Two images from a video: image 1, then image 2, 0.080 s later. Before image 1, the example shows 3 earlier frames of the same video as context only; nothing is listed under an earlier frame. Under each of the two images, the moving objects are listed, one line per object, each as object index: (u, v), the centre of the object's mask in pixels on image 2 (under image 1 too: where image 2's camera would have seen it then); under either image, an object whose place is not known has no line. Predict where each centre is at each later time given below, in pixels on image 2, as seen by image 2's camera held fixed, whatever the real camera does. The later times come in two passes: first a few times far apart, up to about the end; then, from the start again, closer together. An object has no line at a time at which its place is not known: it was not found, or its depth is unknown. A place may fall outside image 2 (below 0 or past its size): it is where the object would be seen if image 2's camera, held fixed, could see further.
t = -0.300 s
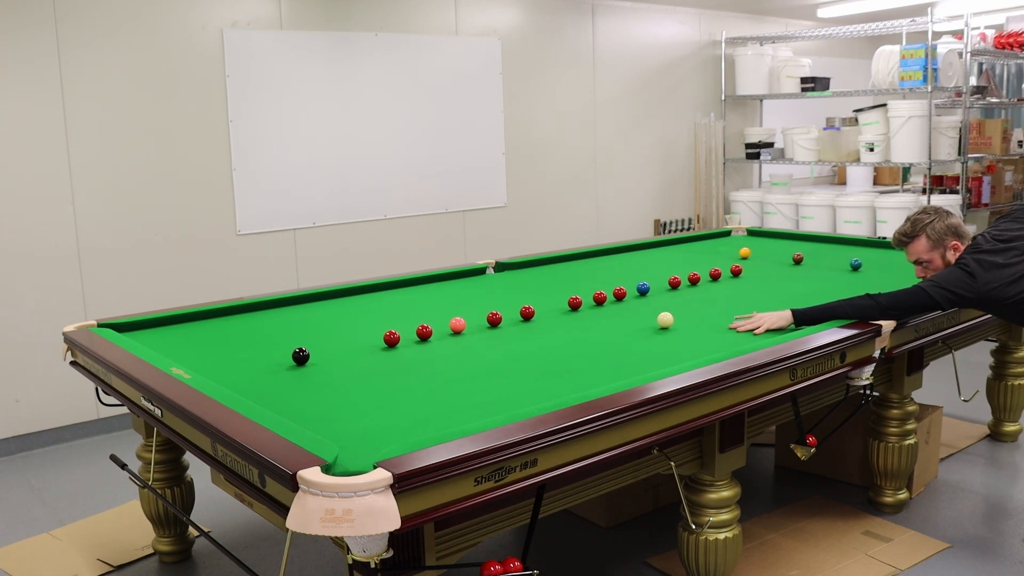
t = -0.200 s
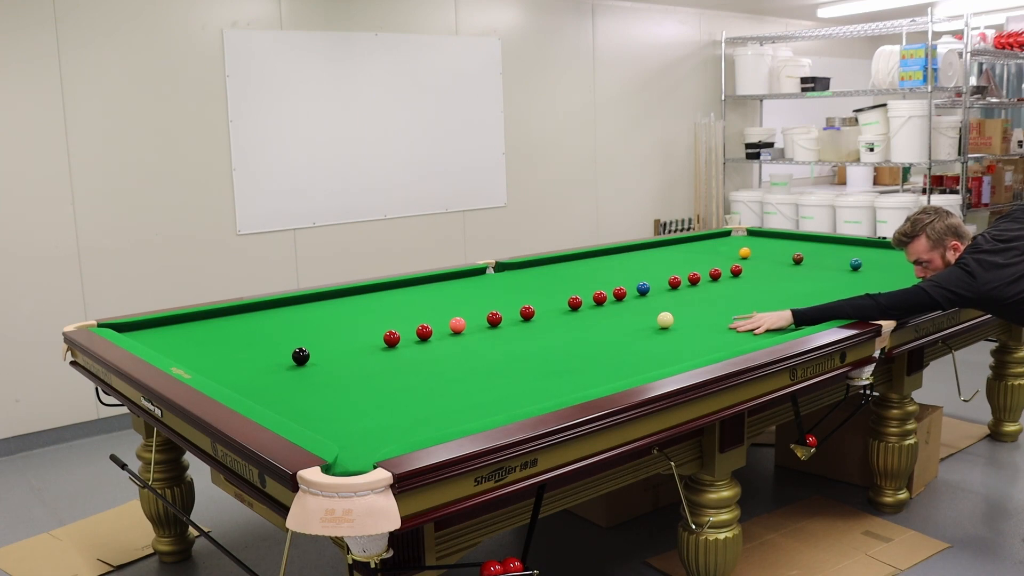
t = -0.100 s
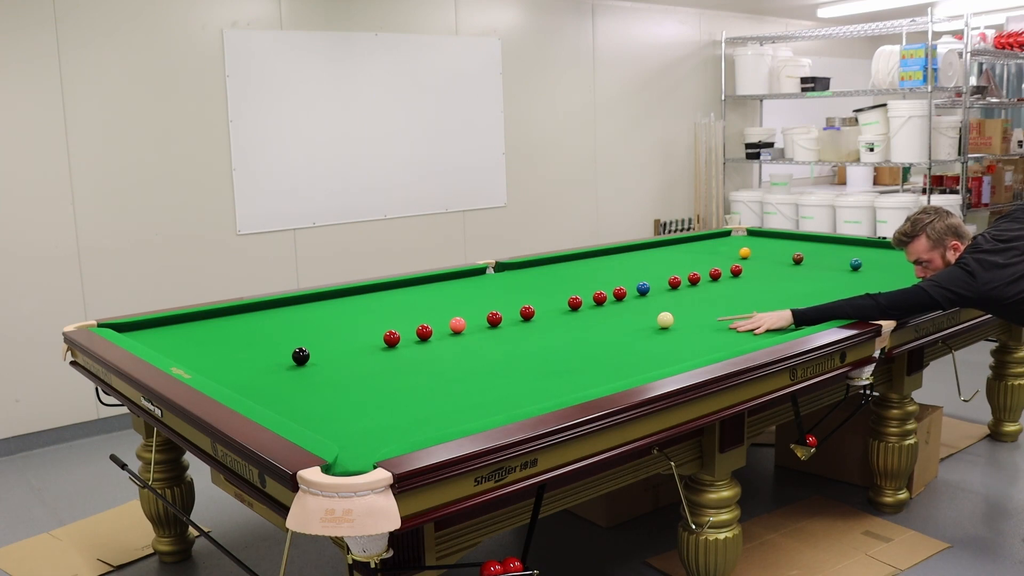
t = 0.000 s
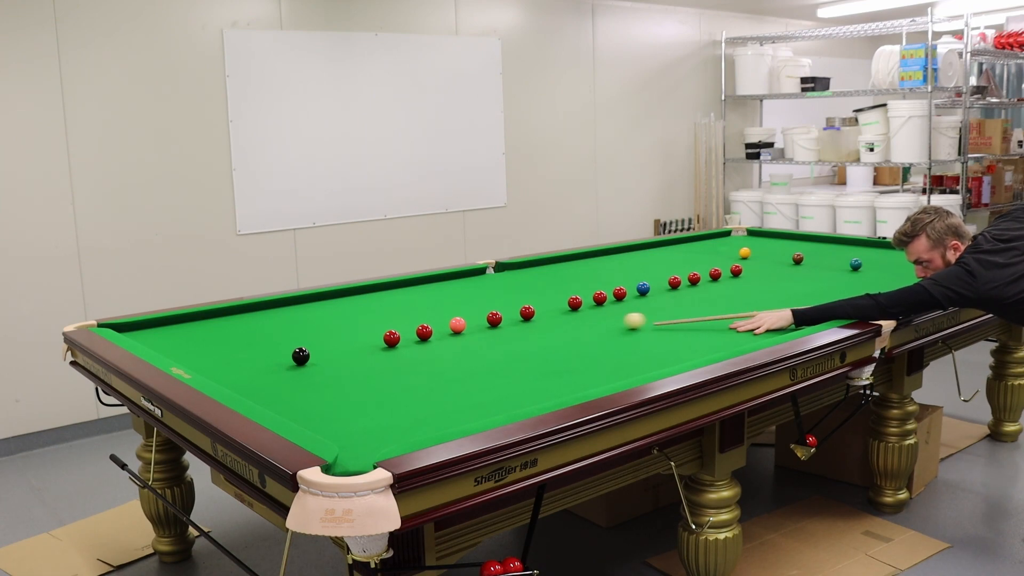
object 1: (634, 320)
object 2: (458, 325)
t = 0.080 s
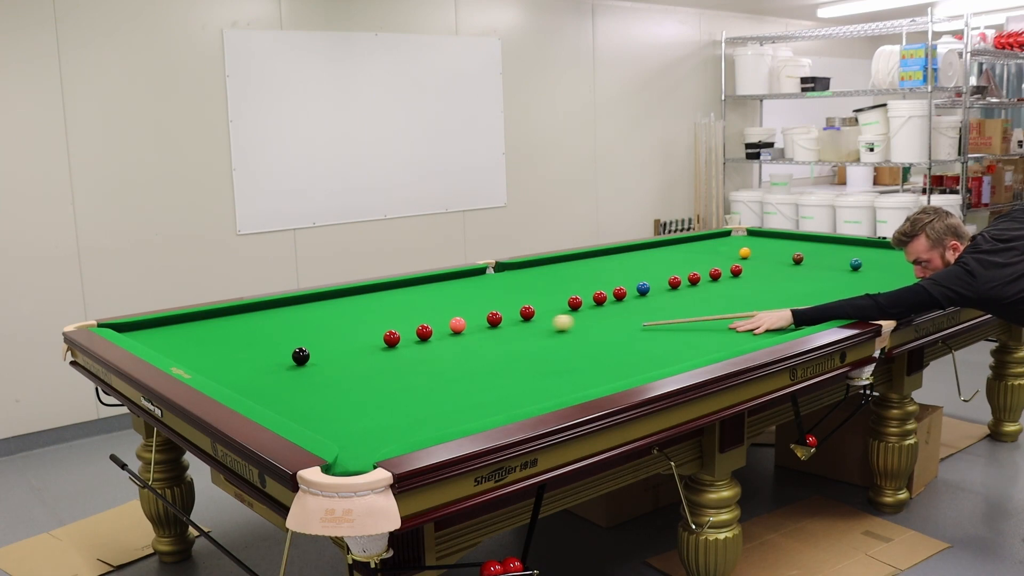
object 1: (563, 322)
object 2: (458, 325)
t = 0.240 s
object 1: (472, 326)
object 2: (417, 323)
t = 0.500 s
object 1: (486, 327)
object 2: (258, 326)
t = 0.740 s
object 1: (501, 329)
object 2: (142, 327)
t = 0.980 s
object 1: (515, 330)
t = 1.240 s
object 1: (528, 331)
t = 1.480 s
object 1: (539, 332)
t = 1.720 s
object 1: (548, 333)
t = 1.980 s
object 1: (557, 334)
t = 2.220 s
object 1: (562, 334)
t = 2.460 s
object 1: (567, 335)
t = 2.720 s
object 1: (571, 335)
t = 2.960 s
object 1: (573, 336)
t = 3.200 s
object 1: (573, 336)
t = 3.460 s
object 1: (573, 336)
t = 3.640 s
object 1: (572, 336)
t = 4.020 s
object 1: (575, 335)
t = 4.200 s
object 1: (573, 336)
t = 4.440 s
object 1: (573, 336)
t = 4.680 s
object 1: (573, 336)
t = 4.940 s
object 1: (573, 336)
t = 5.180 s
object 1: (573, 336)
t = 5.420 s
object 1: (573, 336)
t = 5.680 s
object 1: (573, 336)
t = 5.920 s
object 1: (573, 336)
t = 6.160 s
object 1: (573, 336)
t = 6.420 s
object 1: (573, 336)
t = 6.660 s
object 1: (573, 336)
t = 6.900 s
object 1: (573, 336)
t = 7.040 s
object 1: (573, 336)
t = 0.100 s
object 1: (546, 323)
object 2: (458, 325)
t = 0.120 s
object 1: (529, 323)
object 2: (458, 325)
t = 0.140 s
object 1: (512, 324)
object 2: (458, 325)
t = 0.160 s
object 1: (496, 324)
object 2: (458, 325)
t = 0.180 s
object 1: (479, 325)
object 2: (457, 325)
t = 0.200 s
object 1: (473, 325)
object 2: (449, 324)
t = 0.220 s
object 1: (472, 325)
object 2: (435, 324)
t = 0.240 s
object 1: (472, 326)
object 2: (417, 323)
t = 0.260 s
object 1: (472, 326)
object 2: (405, 325)
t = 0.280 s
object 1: (473, 326)
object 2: (391, 324)
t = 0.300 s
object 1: (473, 326)
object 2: (377, 325)
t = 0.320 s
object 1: (474, 326)
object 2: (364, 325)
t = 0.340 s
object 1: (475, 326)
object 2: (351, 325)
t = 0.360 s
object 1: (476, 327)
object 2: (339, 326)
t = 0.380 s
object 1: (478, 327)
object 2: (326, 326)
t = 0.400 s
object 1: (479, 327)
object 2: (314, 326)
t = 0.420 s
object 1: (480, 327)
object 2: (302, 326)
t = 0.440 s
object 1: (482, 327)
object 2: (291, 326)
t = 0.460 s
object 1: (483, 327)
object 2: (280, 326)
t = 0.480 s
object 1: (484, 327)
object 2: (269, 326)
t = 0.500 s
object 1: (486, 327)
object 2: (258, 326)
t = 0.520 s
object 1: (487, 327)
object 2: (248, 326)
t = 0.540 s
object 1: (488, 327)
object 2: (238, 326)
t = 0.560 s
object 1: (489, 328)
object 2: (228, 326)
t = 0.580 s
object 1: (491, 328)
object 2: (218, 326)
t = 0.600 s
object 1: (492, 328)
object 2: (208, 327)
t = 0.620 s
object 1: (493, 328)
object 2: (199, 327)
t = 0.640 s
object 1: (495, 328)
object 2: (189, 327)
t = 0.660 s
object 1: (496, 328)
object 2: (179, 327)
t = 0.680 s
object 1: (497, 328)
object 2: (170, 327)
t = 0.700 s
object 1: (498, 328)
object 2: (161, 327)
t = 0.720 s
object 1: (500, 329)
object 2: (151, 327)
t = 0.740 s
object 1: (501, 329)
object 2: (142, 327)
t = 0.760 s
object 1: (502, 329)
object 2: (133, 327)
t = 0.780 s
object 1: (503, 329)
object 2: (124, 327)
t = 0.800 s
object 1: (504, 329)
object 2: (115, 326)
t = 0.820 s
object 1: (506, 329)
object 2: (106, 325)
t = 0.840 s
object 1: (507, 329)
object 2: (96, 325)
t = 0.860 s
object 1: (508, 329)
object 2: (86, 326)
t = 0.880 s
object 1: (509, 329)
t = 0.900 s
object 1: (510, 329)
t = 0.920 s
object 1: (511, 329)
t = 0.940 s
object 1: (512, 330)
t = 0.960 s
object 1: (514, 330)
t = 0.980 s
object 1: (515, 330)
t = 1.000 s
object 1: (516, 330)
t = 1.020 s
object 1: (517, 330)
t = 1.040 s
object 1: (518, 330)
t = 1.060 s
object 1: (519, 330)
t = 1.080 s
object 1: (520, 330)
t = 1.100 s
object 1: (521, 330)
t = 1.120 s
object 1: (522, 330)
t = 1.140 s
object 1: (523, 330)
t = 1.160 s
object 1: (524, 330)
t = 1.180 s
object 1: (525, 330)
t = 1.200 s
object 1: (526, 330)
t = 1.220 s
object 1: (527, 331)
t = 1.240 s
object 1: (528, 331)
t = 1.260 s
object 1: (529, 331)
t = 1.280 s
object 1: (530, 331)
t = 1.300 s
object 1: (531, 331)
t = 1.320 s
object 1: (532, 331)
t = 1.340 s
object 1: (533, 331)
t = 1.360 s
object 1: (534, 331)
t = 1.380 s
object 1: (534, 331)
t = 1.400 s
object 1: (535, 331)
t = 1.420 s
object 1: (536, 332)
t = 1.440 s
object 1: (537, 332)
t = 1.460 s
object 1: (538, 332)
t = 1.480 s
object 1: (539, 332)
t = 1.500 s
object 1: (540, 332)
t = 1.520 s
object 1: (541, 332)
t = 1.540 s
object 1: (541, 332)
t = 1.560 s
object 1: (542, 332)
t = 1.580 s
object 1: (543, 332)
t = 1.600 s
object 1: (544, 332)
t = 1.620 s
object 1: (545, 332)
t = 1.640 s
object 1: (545, 332)
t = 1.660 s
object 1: (546, 332)
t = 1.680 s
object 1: (547, 333)
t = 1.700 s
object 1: (548, 333)
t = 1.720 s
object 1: (548, 333)
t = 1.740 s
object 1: (549, 333)
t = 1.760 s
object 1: (550, 333)
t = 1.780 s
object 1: (550, 333)
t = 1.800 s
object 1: (551, 333)
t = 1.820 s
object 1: (552, 333)
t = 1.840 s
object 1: (552, 333)
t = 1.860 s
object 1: (553, 333)
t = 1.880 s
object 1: (554, 333)
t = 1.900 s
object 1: (554, 333)
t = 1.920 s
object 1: (555, 333)
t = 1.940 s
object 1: (555, 333)
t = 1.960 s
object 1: (556, 333)
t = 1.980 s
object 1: (557, 334)
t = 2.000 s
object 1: (557, 334)
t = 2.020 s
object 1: (558, 334)
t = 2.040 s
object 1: (558, 334)
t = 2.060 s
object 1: (559, 334)
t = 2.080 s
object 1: (559, 334)
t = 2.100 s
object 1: (560, 334)
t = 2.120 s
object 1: (560, 334)
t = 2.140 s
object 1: (561, 334)
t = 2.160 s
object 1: (561, 334)
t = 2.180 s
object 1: (562, 334)
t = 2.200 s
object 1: (562, 334)
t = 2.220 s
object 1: (562, 334)
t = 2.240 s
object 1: (563, 334)
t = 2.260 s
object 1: (563, 334)
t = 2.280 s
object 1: (564, 335)
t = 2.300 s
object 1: (564, 335)
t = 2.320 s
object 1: (565, 335)
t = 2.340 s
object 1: (565, 335)
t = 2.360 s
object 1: (565, 335)
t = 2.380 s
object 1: (566, 335)
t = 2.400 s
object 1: (566, 335)
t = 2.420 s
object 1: (567, 335)
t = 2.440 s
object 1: (567, 335)
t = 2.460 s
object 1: (567, 335)
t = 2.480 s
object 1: (568, 335)
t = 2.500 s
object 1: (568, 335)
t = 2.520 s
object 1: (568, 335)
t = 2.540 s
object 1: (569, 335)
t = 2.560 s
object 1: (569, 335)
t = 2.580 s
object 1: (569, 335)
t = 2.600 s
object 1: (570, 335)
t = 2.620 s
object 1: (570, 335)
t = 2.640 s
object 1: (570, 335)
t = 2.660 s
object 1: (570, 335)
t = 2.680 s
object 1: (570, 335)
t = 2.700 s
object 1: (571, 336)
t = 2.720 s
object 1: (571, 335)
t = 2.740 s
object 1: (571, 336)
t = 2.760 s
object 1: (571, 336)
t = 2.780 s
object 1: (571, 336)
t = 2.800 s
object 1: (572, 336)
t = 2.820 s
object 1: (572, 336)
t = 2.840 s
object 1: (572, 336)
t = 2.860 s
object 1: (572, 336)
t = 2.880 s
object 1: (572, 336)
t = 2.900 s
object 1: (572, 336)
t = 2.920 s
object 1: (573, 336)
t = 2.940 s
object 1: (573, 336)
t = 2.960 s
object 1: (573, 336)
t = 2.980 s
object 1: (573, 336)
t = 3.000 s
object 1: (573, 336)
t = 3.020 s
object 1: (573, 336)
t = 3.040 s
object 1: (573, 336)
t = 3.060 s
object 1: (573, 336)
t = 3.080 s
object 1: (573, 336)
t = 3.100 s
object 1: (573, 336)
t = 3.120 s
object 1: (573, 336)
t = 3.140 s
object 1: (573, 336)
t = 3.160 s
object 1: (573, 336)
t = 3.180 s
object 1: (573, 336)
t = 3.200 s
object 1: (573, 336)
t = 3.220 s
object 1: (573, 336)
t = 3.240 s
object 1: (573, 336)
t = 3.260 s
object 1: (573, 336)
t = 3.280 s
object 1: (573, 336)
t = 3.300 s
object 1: (573, 336)
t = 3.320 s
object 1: (573, 336)
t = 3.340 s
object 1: (573, 336)
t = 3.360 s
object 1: (573, 336)
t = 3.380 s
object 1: (573, 336)
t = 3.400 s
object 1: (573, 336)
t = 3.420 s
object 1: (573, 336)
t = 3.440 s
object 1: (573, 336)
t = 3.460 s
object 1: (573, 336)
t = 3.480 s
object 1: (573, 336)
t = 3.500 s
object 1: (573, 336)
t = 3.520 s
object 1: (573, 336)
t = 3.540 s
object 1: (573, 336)
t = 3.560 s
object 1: (573, 336)
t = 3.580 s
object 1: (573, 336)
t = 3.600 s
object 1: (573, 336)
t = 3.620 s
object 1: (573, 336)
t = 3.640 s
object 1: (572, 336)
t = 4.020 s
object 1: (575, 335)
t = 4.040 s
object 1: (574, 336)
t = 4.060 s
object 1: (574, 336)
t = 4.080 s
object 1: (574, 336)
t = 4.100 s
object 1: (573, 336)
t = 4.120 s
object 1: (573, 336)
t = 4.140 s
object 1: (573, 336)
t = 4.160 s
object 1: (573, 336)
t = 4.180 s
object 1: (573, 336)
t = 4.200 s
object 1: (573, 336)
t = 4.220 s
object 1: (573, 336)
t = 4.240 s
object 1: (573, 336)
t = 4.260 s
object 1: (573, 336)
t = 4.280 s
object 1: (573, 336)
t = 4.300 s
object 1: (573, 336)
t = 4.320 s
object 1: (573, 336)
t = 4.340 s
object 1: (573, 336)
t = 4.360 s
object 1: (573, 336)
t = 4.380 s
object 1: (573, 336)
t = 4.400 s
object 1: (573, 336)
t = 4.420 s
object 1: (573, 336)
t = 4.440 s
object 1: (573, 336)
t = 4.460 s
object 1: (573, 336)
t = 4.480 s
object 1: (573, 336)
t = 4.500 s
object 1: (573, 336)
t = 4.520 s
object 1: (573, 336)
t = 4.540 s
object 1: (573, 336)
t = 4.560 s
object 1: (573, 336)
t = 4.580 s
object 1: (573, 336)
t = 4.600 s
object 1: (573, 336)
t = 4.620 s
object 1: (573, 336)
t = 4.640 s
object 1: (573, 336)
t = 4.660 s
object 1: (573, 336)
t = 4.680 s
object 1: (573, 336)
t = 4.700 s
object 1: (573, 336)
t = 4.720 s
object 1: (573, 336)
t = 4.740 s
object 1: (573, 336)
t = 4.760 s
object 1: (573, 336)
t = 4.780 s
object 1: (573, 336)
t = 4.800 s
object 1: (573, 336)
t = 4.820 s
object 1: (573, 336)
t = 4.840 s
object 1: (573, 336)
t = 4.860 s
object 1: (573, 336)
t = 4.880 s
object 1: (573, 336)
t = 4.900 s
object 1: (573, 336)
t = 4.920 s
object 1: (573, 336)
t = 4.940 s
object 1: (573, 336)
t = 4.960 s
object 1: (573, 336)
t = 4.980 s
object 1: (573, 336)
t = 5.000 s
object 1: (573, 336)
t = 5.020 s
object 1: (573, 336)
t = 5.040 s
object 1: (573, 336)
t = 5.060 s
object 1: (573, 336)
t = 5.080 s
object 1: (573, 336)
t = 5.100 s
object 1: (573, 336)
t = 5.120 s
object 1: (573, 336)
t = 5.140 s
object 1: (573, 336)
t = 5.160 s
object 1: (573, 336)
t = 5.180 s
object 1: (573, 336)
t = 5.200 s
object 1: (573, 336)
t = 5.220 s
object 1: (573, 336)
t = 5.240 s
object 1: (573, 336)
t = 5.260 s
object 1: (573, 336)
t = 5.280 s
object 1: (573, 336)
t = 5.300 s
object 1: (573, 336)
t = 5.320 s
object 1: (573, 336)
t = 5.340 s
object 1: (573, 336)
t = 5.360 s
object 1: (573, 336)
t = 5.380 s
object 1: (573, 336)
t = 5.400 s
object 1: (573, 336)
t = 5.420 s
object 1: (573, 336)
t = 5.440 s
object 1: (573, 336)
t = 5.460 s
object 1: (573, 336)
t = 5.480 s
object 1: (573, 336)
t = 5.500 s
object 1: (573, 336)
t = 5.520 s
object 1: (573, 336)
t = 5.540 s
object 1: (573, 336)
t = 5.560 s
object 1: (573, 336)
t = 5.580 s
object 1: (573, 336)
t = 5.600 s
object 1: (573, 336)
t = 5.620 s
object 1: (573, 336)
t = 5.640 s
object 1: (573, 336)
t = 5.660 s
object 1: (573, 336)
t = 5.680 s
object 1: (573, 336)
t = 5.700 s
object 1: (573, 336)
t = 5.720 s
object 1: (573, 336)
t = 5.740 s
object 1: (573, 336)
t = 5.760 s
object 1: (573, 336)
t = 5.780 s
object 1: (573, 336)
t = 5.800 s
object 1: (573, 336)
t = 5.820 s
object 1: (573, 336)
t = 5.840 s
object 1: (573, 336)
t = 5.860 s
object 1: (573, 336)
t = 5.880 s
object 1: (573, 336)
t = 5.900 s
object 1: (573, 336)
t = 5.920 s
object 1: (573, 336)
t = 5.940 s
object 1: (573, 336)
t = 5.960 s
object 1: (573, 336)
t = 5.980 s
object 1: (573, 336)
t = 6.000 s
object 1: (573, 336)
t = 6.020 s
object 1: (573, 336)
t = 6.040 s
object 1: (573, 336)
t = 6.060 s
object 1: (573, 336)
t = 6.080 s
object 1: (573, 336)
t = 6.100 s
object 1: (573, 336)
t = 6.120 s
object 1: (573, 336)
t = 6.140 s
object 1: (573, 336)
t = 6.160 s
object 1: (573, 336)
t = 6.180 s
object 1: (573, 336)
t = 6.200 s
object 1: (573, 336)
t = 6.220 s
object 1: (573, 336)
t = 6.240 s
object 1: (573, 336)
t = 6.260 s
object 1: (573, 336)
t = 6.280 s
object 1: (573, 336)
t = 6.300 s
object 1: (573, 336)
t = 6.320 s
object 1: (573, 336)
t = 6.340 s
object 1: (573, 336)
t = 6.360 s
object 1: (573, 336)
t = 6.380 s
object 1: (573, 336)
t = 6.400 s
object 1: (573, 336)
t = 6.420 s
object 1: (573, 336)
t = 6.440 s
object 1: (573, 336)
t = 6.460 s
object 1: (573, 336)
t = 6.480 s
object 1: (573, 336)
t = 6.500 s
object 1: (573, 336)
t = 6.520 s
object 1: (573, 336)
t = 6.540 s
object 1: (573, 336)
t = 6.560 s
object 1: (573, 336)
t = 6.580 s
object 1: (573, 336)
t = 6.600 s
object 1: (573, 336)
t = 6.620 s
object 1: (573, 336)
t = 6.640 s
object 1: (573, 336)
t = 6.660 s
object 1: (573, 336)
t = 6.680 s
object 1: (573, 336)
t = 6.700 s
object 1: (573, 336)
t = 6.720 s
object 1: (573, 336)
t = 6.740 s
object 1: (573, 336)
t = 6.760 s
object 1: (573, 336)
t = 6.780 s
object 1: (573, 336)
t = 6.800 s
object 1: (573, 336)
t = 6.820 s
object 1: (573, 336)
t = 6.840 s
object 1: (573, 336)
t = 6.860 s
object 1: (573, 336)
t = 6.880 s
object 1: (573, 336)
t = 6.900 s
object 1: (573, 336)
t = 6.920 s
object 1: (573, 336)
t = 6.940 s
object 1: (573, 336)
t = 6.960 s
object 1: (573, 336)
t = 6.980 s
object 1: (573, 336)
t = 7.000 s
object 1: (573, 336)
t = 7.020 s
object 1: (573, 336)
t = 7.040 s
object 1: (573, 336)
